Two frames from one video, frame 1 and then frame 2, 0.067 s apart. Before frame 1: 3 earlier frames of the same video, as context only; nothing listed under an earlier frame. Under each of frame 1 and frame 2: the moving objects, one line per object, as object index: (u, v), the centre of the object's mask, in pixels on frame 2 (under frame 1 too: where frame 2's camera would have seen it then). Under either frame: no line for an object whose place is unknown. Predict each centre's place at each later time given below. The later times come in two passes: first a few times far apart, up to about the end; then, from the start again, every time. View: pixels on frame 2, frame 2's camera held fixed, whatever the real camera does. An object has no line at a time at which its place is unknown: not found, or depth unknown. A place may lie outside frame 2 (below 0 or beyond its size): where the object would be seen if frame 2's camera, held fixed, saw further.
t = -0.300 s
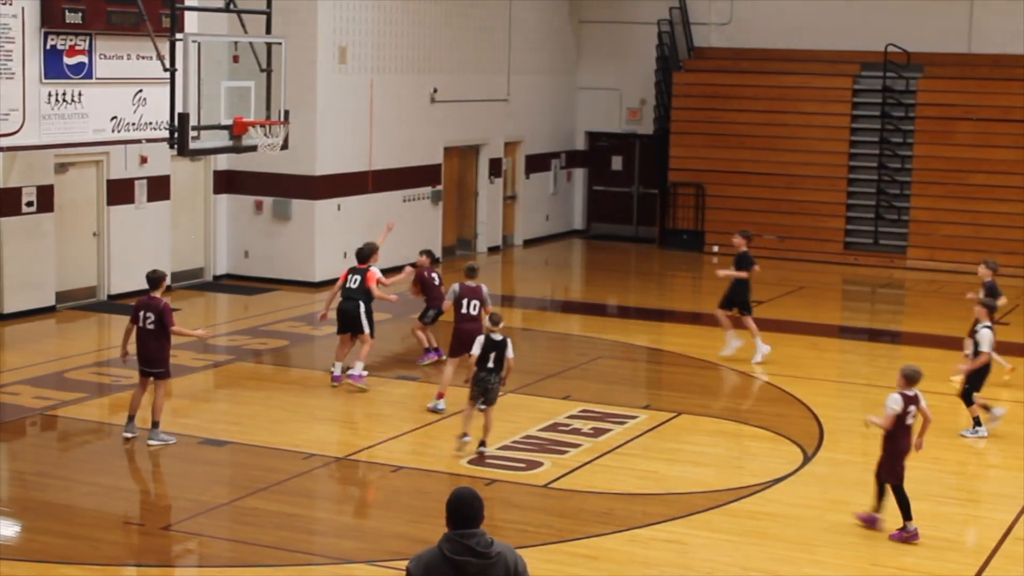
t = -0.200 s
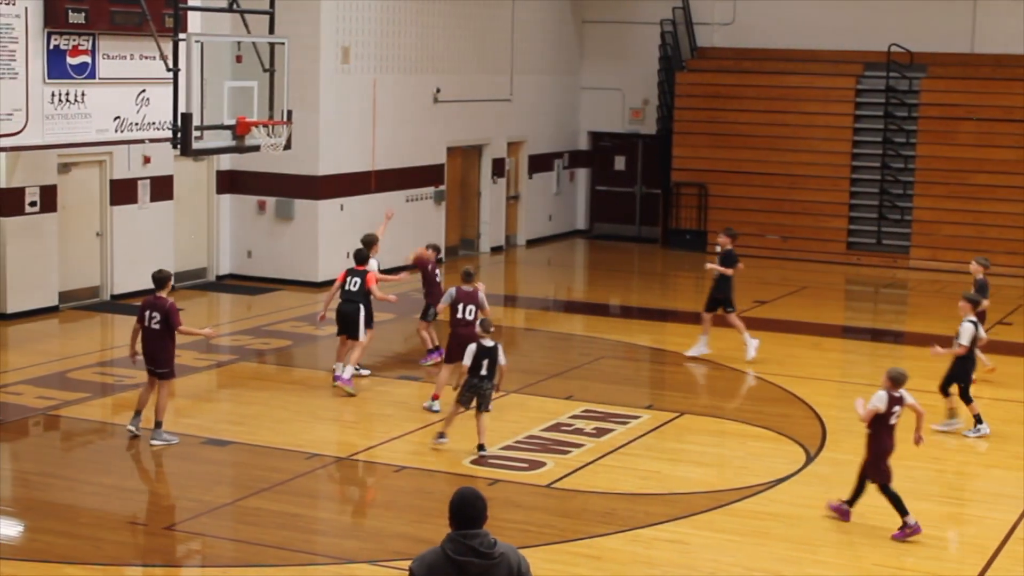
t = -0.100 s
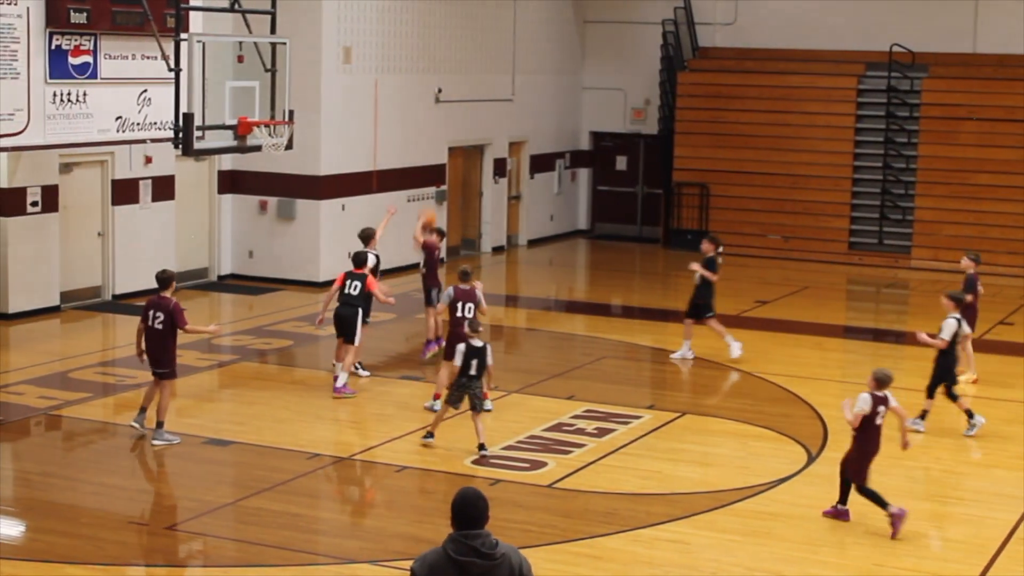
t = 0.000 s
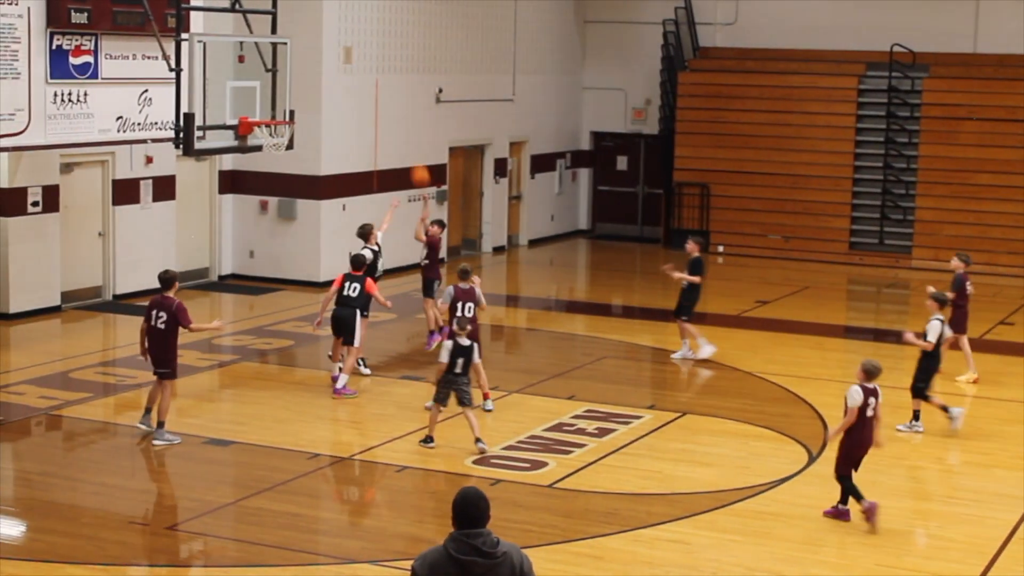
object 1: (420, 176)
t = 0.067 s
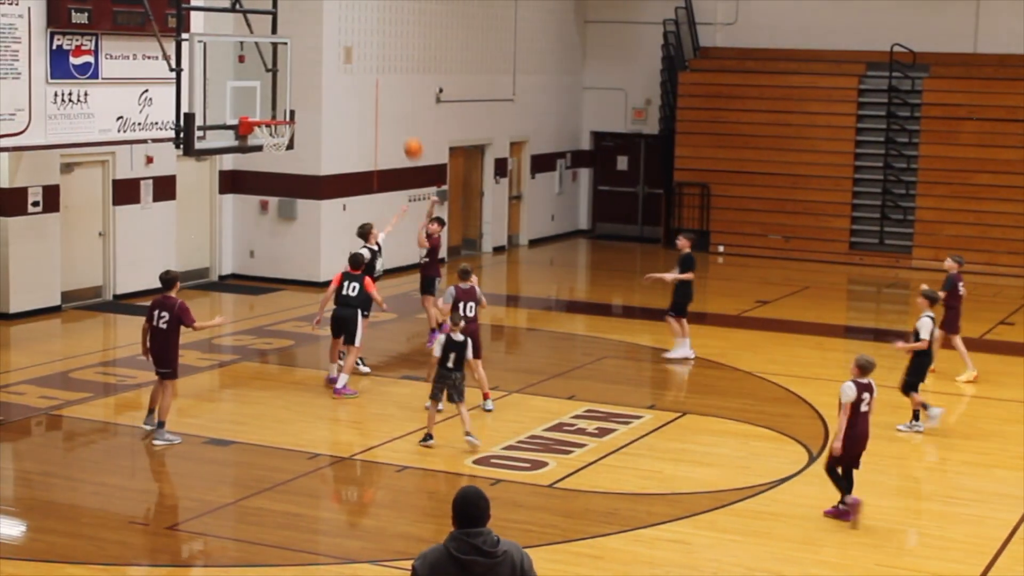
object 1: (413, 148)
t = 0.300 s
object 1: (386, 79)
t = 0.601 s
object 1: (349, 50)
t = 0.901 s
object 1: (308, 98)
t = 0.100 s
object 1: (410, 136)
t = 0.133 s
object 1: (406, 125)
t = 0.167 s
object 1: (402, 114)
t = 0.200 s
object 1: (398, 104)
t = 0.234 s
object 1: (394, 95)
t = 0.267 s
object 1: (390, 86)
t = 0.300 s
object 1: (386, 79)
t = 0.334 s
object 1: (382, 72)
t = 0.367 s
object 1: (378, 66)
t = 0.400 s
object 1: (374, 61)
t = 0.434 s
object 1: (370, 57)
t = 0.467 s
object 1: (366, 54)
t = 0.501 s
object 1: (361, 52)
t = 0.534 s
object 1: (357, 50)
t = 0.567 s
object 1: (353, 50)
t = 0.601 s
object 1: (349, 50)
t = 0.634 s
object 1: (344, 52)
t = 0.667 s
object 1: (341, 54)
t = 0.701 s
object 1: (336, 57)
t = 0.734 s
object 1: (331, 62)
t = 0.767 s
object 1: (327, 67)
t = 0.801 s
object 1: (322, 73)
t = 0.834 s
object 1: (318, 80)
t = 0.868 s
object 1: (313, 89)
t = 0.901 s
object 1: (308, 98)
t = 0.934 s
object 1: (303, 108)
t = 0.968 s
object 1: (300, 120)
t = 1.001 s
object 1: (296, 134)
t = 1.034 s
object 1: (292, 147)
